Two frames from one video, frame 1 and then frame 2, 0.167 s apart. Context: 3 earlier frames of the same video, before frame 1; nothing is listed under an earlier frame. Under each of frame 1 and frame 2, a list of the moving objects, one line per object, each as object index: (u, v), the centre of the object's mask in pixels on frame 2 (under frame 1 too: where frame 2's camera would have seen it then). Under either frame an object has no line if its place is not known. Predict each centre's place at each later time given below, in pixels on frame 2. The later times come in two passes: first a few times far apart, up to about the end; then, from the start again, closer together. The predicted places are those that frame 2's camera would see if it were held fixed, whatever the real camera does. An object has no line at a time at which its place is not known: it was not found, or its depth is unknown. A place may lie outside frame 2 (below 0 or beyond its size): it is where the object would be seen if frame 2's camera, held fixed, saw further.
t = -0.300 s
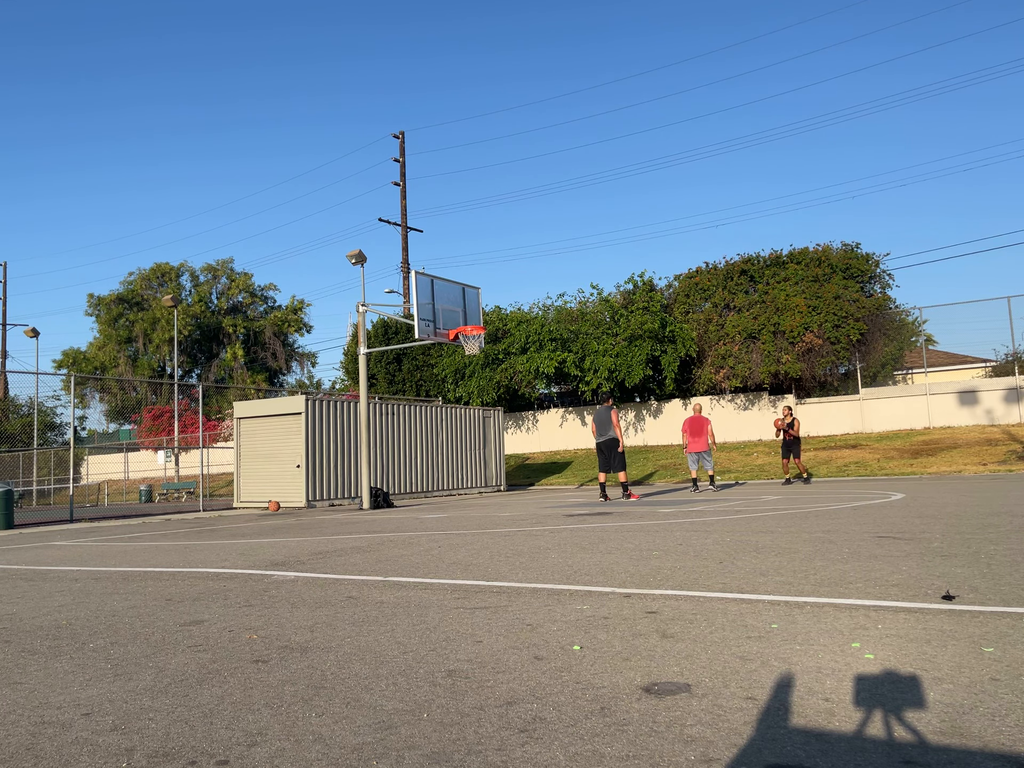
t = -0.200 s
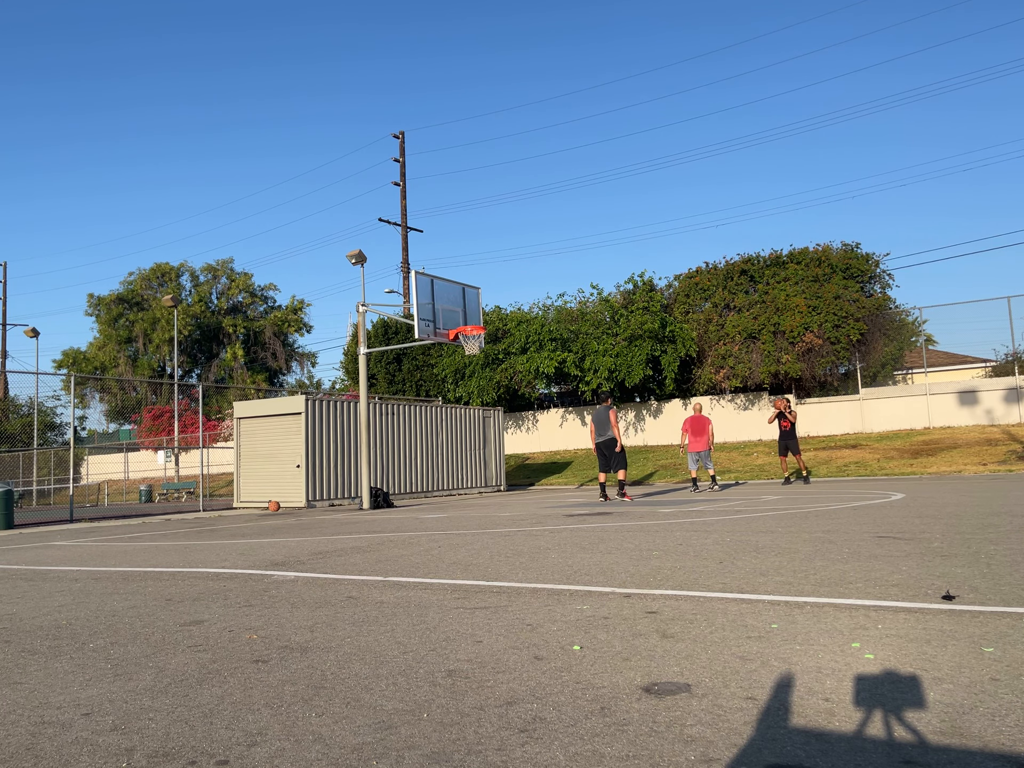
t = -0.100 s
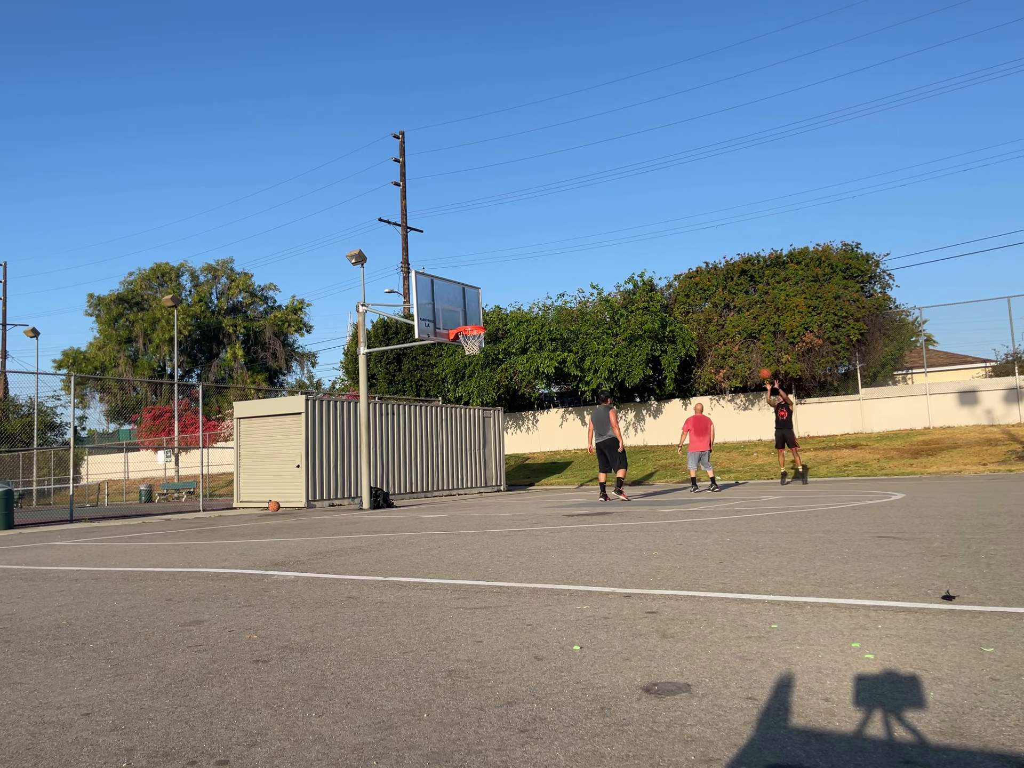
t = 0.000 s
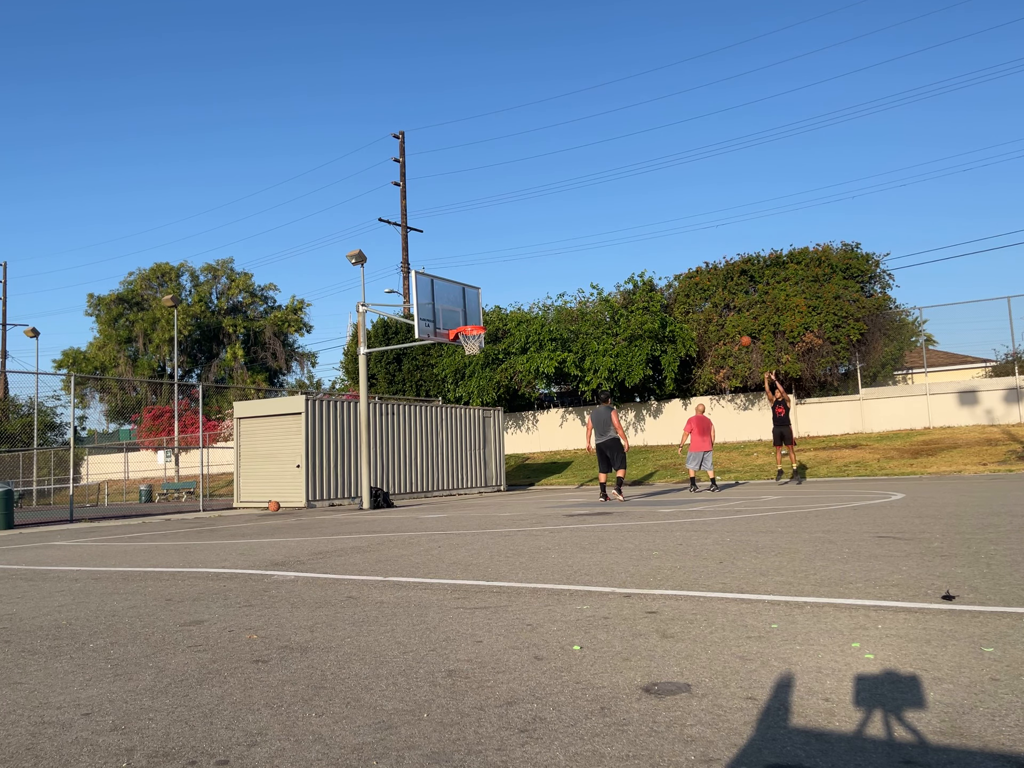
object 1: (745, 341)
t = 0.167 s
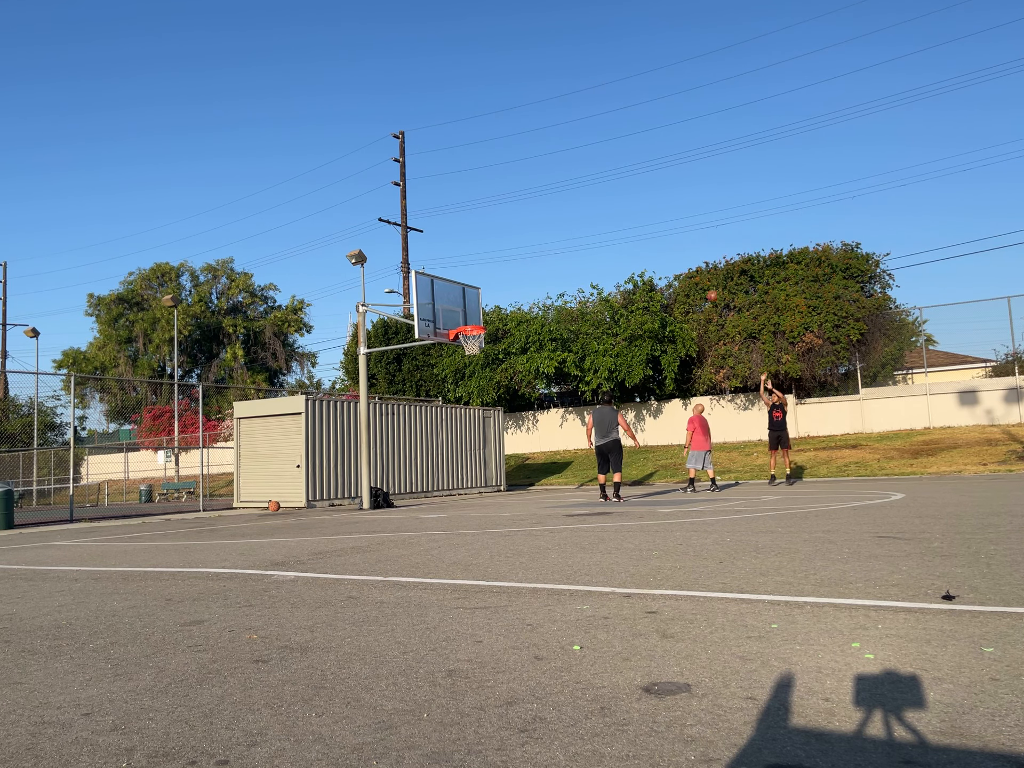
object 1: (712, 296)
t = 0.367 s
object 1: (672, 256)
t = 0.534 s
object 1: (637, 235)
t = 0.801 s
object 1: (580, 228)
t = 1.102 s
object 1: (510, 267)
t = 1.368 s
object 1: (469, 303)
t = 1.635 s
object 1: (510, 242)
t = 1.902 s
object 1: (552, 223)
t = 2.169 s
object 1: (596, 246)
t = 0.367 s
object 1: (672, 256)
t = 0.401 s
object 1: (665, 250)
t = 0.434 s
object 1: (658, 246)
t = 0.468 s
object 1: (651, 242)
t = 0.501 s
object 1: (644, 238)
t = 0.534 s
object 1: (637, 235)
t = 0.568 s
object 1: (630, 232)
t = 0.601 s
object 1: (623, 230)
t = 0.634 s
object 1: (616, 229)
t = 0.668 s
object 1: (609, 227)
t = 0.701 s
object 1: (602, 227)
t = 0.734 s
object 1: (594, 227)
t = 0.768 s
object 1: (587, 227)
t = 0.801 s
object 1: (580, 228)
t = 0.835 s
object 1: (572, 230)
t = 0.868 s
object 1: (565, 232)
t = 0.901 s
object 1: (557, 235)
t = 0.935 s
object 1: (549, 239)
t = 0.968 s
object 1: (542, 243)
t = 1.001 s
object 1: (534, 248)
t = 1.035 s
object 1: (526, 254)
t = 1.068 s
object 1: (518, 260)
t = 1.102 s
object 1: (510, 267)
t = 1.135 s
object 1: (502, 274)
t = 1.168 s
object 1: (494, 283)
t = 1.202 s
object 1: (485, 292)
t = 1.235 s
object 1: (477, 302)
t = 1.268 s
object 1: (468, 312)
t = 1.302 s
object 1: (459, 322)
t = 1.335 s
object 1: (464, 314)
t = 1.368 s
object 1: (469, 303)
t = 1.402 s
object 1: (474, 293)
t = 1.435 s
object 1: (480, 284)
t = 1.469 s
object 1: (485, 275)
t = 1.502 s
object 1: (490, 267)
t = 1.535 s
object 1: (495, 260)
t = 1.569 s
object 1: (500, 253)
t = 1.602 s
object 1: (505, 247)
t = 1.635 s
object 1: (510, 242)
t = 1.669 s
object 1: (516, 237)
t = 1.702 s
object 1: (521, 233)
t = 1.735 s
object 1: (526, 230)
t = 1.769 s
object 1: (531, 227)
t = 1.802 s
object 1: (537, 225)
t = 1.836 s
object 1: (542, 224)
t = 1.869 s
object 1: (547, 223)
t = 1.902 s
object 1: (552, 223)
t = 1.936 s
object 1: (558, 224)
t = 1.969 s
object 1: (563, 225)
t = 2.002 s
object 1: (568, 227)
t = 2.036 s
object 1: (574, 229)
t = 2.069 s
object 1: (579, 233)
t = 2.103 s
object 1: (585, 236)
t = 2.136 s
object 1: (590, 241)
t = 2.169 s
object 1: (596, 246)
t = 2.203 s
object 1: (601, 252)
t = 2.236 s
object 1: (607, 258)
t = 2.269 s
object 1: (612, 265)
